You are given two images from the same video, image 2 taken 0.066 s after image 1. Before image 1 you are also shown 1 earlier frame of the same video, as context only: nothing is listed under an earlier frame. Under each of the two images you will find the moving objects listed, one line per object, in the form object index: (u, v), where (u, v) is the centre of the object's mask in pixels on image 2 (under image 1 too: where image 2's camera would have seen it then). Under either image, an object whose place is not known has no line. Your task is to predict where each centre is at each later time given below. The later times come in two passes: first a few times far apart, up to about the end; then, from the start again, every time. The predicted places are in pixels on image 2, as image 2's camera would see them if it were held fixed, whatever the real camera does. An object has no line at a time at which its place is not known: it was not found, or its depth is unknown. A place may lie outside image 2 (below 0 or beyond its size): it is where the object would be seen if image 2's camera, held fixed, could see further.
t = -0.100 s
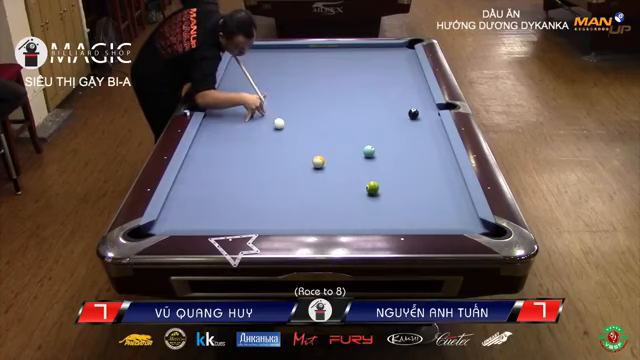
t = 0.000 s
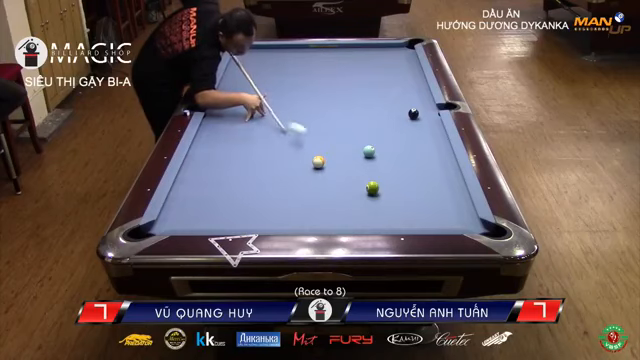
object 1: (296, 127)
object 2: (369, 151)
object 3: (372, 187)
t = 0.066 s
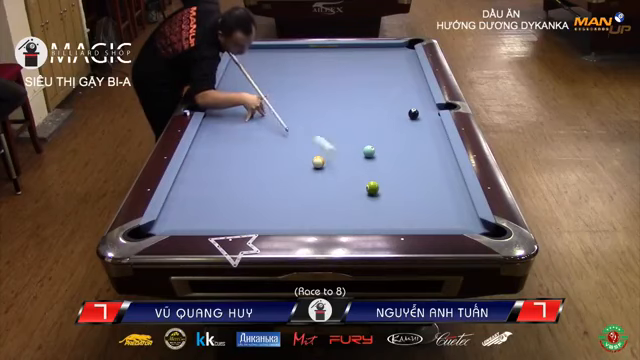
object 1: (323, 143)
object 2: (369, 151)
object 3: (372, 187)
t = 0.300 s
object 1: (349, 191)
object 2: (369, 151)
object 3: (459, 221)
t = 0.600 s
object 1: (326, 209)
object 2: (369, 151)
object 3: (419, 178)
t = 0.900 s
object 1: (302, 223)
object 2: (359, 150)
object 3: (382, 150)
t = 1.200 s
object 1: (276, 217)
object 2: (321, 142)
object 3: (381, 132)
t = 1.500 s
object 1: (254, 209)
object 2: (286, 135)
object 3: (380, 116)
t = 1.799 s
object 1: (234, 201)
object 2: (255, 130)
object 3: (378, 102)
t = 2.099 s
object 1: (216, 194)
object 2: (226, 124)
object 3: (377, 90)
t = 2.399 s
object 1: (200, 187)
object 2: (212, 119)
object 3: (377, 79)
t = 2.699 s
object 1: (186, 182)
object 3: (376, 69)
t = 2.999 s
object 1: (186, 177)
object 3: (376, 61)
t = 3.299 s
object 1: (195, 173)
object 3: (375, 54)
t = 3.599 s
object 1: (202, 170)
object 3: (374, 47)
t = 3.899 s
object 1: (208, 168)
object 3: (369, 47)
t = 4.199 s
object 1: (213, 165)
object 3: (362, 50)
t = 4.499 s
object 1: (216, 164)
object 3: (356, 53)
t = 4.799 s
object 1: (219, 163)
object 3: (351, 56)
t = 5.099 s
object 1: (221, 162)
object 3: (345, 58)
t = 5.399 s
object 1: (222, 162)
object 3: (340, 61)
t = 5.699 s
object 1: (222, 162)
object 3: (336, 63)
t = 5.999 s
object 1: (222, 162)
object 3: (332, 65)
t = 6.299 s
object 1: (222, 162)
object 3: (329, 66)
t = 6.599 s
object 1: (222, 162)
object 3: (326, 68)
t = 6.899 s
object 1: (222, 162)
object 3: (324, 69)
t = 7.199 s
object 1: (222, 162)
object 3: (322, 70)
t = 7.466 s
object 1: (222, 162)
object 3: (321, 70)
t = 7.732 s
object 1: (222, 162)
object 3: (321, 71)
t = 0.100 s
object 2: (369, 151)
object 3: (372, 187)
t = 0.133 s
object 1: (355, 173)
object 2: (369, 151)
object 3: (372, 188)
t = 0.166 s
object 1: (362, 183)
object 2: (369, 151)
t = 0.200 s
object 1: (358, 183)
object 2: (369, 151)
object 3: (402, 201)
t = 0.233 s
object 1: (355, 186)
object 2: (369, 151)
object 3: (423, 211)
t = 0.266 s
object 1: (351, 189)
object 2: (369, 151)
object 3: (442, 220)
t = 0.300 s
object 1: (349, 191)
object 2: (369, 151)
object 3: (459, 221)
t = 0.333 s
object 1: (346, 193)
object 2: (369, 151)
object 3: (466, 216)
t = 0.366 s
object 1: (344, 195)
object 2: (369, 151)
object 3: (467, 210)
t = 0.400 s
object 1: (341, 197)
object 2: (369, 151)
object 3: (458, 204)
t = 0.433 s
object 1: (338, 199)
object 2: (369, 151)
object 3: (450, 199)
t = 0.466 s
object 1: (336, 201)
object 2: (369, 151)
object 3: (443, 194)
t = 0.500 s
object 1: (333, 203)
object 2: (369, 151)
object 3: (436, 189)
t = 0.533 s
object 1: (331, 205)
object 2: (369, 151)
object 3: (430, 185)
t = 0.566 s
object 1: (328, 207)
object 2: (369, 151)
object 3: (424, 181)
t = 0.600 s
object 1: (326, 209)
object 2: (369, 151)
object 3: (419, 178)
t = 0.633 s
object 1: (323, 211)
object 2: (369, 151)
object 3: (413, 174)
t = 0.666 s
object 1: (320, 213)
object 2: (369, 151)
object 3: (407, 171)
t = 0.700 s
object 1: (317, 215)
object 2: (369, 151)
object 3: (402, 167)
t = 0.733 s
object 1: (315, 217)
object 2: (369, 151)
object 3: (396, 164)
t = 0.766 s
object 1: (312, 219)
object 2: (369, 151)
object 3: (392, 160)
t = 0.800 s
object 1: (309, 220)
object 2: (369, 151)
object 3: (387, 157)
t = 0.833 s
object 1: (307, 222)
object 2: (369, 151)
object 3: (382, 154)
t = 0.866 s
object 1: (304, 223)
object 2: (365, 151)
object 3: (381, 152)
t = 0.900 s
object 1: (302, 223)
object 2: (359, 150)
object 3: (382, 150)
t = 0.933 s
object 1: (298, 223)
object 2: (354, 149)
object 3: (382, 148)
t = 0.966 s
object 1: (295, 222)
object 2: (350, 148)
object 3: (382, 146)
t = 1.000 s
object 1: (293, 221)
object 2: (345, 147)
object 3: (383, 143)
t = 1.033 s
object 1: (290, 221)
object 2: (341, 146)
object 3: (382, 142)
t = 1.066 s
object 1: (287, 220)
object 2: (337, 145)
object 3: (382, 139)
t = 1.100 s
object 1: (285, 220)
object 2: (333, 144)
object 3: (382, 137)
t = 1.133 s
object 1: (282, 219)
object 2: (329, 144)
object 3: (381, 136)
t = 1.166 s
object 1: (279, 218)
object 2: (325, 143)
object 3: (381, 134)
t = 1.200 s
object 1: (276, 217)
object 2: (321, 142)
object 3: (381, 132)
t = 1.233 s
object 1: (273, 216)
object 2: (317, 141)
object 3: (381, 130)
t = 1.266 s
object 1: (271, 215)
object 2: (313, 141)
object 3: (380, 128)
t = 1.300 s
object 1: (268, 214)
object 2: (309, 140)
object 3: (381, 126)
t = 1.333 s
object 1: (266, 213)
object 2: (305, 139)
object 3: (381, 124)
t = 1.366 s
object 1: (263, 212)
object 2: (301, 138)
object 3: (380, 123)
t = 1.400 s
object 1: (261, 211)
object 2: (297, 138)
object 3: (380, 121)
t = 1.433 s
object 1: (259, 210)
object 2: (294, 137)
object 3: (380, 119)
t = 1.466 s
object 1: (256, 210)
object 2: (290, 136)
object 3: (380, 117)
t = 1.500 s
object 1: (254, 209)
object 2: (286, 135)
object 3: (380, 116)
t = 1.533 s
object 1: (251, 207)
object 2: (282, 135)
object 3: (380, 114)
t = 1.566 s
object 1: (249, 206)
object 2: (279, 134)
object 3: (380, 113)
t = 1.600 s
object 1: (247, 206)
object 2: (276, 134)
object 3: (379, 111)
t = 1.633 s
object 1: (244, 205)
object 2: (272, 133)
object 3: (379, 109)
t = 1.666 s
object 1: (242, 204)
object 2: (268, 132)
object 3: (379, 108)
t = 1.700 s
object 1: (240, 203)
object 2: (265, 131)
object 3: (379, 106)
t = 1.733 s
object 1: (238, 202)
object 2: (262, 131)
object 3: (379, 105)
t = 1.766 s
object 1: (236, 201)
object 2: (258, 130)
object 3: (379, 103)
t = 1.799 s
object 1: (234, 201)
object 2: (255, 130)
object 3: (378, 102)
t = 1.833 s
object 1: (232, 200)
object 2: (252, 128)
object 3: (378, 101)
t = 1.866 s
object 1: (230, 199)
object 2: (249, 128)
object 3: (378, 99)
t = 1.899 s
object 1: (228, 198)
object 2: (245, 127)
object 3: (378, 98)
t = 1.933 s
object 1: (226, 197)
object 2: (242, 127)
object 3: (378, 96)
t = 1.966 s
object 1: (223, 197)
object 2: (238, 126)
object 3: (378, 95)
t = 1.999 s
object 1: (222, 196)
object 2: (236, 126)
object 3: (378, 94)
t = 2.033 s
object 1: (220, 195)
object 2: (232, 125)
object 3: (378, 92)
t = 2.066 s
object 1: (218, 194)
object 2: (229, 124)
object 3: (378, 91)
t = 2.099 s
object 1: (216, 194)
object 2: (226, 124)
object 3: (377, 90)
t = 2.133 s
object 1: (214, 193)
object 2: (223, 123)
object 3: (377, 89)
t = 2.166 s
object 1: (212, 192)
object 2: (220, 123)
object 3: (377, 87)
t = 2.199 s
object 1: (211, 191)
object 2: (217, 122)
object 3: (377, 86)
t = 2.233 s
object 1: (209, 191)
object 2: (214, 121)
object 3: (377, 85)
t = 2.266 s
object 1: (207, 190)
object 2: (211, 121)
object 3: (377, 84)
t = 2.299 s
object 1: (206, 189)
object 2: (209, 120)
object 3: (377, 83)
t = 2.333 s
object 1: (204, 189)
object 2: (208, 120)
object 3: (377, 81)
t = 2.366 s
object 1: (202, 188)
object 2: (210, 119)
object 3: (377, 80)
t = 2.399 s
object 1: (200, 187)
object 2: (212, 119)
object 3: (377, 79)
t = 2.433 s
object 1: (198, 187)
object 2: (214, 118)
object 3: (377, 78)
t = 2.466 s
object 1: (197, 186)
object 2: (215, 118)
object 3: (377, 77)
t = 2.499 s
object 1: (195, 185)
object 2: (217, 118)
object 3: (376, 76)
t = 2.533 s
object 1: (193, 185)
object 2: (218, 117)
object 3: (376, 75)
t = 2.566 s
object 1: (192, 184)
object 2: (220, 117)
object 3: (376, 74)
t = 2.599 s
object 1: (190, 183)
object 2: (221, 117)
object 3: (376, 72)
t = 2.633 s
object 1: (189, 183)
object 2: (223, 116)
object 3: (376, 71)
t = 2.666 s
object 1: (187, 182)
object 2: (224, 116)
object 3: (376, 70)
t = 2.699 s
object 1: (186, 182)
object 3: (376, 69)
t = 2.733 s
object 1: (184, 181)
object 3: (376, 68)
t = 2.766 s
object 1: (183, 180)
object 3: (376, 68)
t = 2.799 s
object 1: (181, 180)
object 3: (376, 67)
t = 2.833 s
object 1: (181, 179)
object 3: (376, 66)
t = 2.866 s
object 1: (182, 179)
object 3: (376, 65)
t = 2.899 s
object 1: (183, 179)
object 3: (376, 64)
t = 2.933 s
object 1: (184, 178)
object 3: (375, 63)
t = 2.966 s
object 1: (185, 178)
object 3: (376, 62)
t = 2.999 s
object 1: (186, 177)
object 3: (376, 61)
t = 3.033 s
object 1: (186, 177)
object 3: (375, 60)
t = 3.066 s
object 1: (188, 176)
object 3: (375, 60)
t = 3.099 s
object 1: (189, 176)
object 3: (375, 59)
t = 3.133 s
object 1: (190, 175)
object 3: (375, 58)
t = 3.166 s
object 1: (191, 175)
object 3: (375, 57)
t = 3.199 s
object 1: (192, 174)
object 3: (375, 56)
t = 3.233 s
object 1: (193, 174)
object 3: (375, 55)
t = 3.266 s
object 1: (194, 174)
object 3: (375, 54)
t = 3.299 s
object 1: (195, 173)
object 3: (375, 54)
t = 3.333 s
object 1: (195, 173)
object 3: (375, 53)
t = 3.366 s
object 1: (197, 172)
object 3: (375, 52)
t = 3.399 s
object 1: (198, 172)
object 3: (375, 51)
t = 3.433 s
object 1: (198, 172)
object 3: (374, 51)
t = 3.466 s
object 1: (199, 172)
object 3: (374, 50)
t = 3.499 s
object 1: (200, 171)
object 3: (374, 49)
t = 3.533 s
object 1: (200, 171)
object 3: (374, 49)
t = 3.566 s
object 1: (201, 171)
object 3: (374, 48)
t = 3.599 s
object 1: (202, 170)
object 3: (374, 47)
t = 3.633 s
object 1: (202, 170)
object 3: (374, 47)
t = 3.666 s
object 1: (203, 170)
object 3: (373, 45)
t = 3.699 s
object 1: (204, 169)
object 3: (373, 45)
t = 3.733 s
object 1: (205, 169)
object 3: (373, 46)
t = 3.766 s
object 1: (205, 169)
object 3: (372, 46)
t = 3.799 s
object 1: (206, 169)
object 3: (371, 46)
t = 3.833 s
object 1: (207, 168)
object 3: (370, 47)
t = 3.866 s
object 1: (207, 168)
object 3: (370, 47)
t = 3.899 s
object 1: (208, 168)
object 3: (369, 47)
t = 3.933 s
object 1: (209, 167)
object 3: (368, 48)
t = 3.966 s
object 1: (209, 167)
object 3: (367, 48)
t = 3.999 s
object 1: (209, 167)
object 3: (367, 48)
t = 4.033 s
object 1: (210, 167)
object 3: (366, 48)
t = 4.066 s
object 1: (211, 166)
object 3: (365, 49)
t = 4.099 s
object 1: (211, 166)
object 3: (364, 49)
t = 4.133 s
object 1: (212, 166)
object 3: (363, 50)
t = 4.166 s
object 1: (212, 166)
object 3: (363, 50)
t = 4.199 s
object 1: (213, 165)
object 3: (362, 50)
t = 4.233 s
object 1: (213, 165)
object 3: (362, 51)
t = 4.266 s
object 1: (214, 165)
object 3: (361, 51)
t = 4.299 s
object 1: (214, 165)
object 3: (360, 51)
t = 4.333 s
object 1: (215, 165)
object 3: (359, 52)
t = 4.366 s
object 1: (215, 164)
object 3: (359, 52)
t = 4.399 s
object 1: (215, 164)
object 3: (358, 52)
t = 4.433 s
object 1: (216, 164)
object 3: (357, 52)
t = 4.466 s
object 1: (216, 164)
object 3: (357, 52)
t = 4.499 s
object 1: (216, 164)
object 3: (356, 53)
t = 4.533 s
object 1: (217, 164)
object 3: (355, 53)
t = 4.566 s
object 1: (217, 164)
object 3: (355, 54)
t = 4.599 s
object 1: (217, 164)
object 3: (355, 54)
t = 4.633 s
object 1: (218, 163)
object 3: (353, 55)
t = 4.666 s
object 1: (218, 163)
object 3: (353, 55)
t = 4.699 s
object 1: (218, 163)
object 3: (353, 55)
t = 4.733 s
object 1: (218, 163)
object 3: (352, 55)
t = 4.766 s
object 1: (219, 163)
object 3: (351, 55)
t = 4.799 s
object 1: (219, 163)
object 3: (351, 56)
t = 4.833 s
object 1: (219, 163)
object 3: (350, 56)
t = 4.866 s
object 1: (220, 163)
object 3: (350, 56)
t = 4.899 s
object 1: (220, 163)
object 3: (349, 57)
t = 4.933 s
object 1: (220, 162)
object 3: (348, 57)
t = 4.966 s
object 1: (220, 162)
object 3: (347, 57)
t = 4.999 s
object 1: (220, 162)
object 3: (346, 58)
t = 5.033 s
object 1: (221, 162)
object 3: (346, 58)
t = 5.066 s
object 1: (221, 162)
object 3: (345, 58)
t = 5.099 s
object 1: (221, 162)
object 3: (345, 58)
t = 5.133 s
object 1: (221, 162)
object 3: (344, 59)
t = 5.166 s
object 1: (222, 162)
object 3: (344, 59)
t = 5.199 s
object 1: (222, 162)
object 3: (344, 59)
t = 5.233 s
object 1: (222, 162)
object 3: (342, 60)
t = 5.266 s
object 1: (222, 162)
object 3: (342, 60)
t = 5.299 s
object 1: (222, 162)
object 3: (342, 60)
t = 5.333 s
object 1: (222, 162)
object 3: (342, 60)
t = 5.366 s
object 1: (222, 162)
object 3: (341, 61)
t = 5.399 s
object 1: (222, 162)
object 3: (340, 61)
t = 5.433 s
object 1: (222, 162)
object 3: (340, 61)
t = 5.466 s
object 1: (222, 162)
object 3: (339, 61)
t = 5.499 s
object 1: (222, 162)
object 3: (339, 62)
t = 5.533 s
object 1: (222, 162)
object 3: (339, 62)
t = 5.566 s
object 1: (222, 162)
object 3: (338, 62)
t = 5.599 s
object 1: (222, 162)
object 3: (337, 62)
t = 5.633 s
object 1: (222, 162)
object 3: (337, 63)
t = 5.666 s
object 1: (222, 162)
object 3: (337, 62)
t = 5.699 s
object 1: (222, 162)
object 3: (336, 63)
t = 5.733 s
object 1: (222, 162)
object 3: (336, 63)
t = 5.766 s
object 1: (222, 162)
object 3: (335, 63)
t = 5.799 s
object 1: (222, 162)
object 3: (335, 63)
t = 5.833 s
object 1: (222, 162)
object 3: (334, 64)
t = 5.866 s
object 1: (222, 162)
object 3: (334, 64)
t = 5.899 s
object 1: (222, 162)
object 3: (334, 64)
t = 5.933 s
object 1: (222, 162)
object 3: (333, 64)
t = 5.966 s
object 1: (222, 162)
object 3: (333, 64)
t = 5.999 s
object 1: (222, 162)
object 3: (332, 65)
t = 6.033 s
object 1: (222, 162)
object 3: (332, 65)
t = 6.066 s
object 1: (222, 162)
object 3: (331, 65)
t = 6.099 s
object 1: (222, 162)
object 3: (331, 65)
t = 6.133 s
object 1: (222, 162)
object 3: (331, 65)
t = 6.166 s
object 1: (222, 162)
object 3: (330, 66)
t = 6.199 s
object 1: (222, 162)
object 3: (330, 66)
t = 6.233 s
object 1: (222, 162)
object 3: (330, 66)
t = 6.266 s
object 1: (222, 162)
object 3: (329, 66)
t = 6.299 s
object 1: (222, 162)
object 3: (329, 66)
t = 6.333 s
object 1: (222, 162)
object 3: (328, 66)
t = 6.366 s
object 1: (222, 162)
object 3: (328, 66)
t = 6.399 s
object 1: (222, 162)
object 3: (328, 67)
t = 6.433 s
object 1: (222, 162)
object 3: (327, 67)
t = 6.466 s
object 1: (222, 162)
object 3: (327, 67)
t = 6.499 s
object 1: (222, 162)
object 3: (327, 67)
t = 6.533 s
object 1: (222, 162)
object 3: (327, 67)
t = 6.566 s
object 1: (222, 162)
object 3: (326, 68)
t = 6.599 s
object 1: (222, 162)
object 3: (326, 68)
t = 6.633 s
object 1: (222, 162)
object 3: (326, 68)
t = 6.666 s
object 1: (222, 162)
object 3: (325, 68)
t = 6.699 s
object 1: (222, 162)
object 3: (325, 68)
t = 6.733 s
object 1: (222, 162)
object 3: (325, 68)
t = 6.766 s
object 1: (222, 162)
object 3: (325, 68)
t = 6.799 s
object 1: (222, 162)
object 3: (325, 68)
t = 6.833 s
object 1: (222, 162)
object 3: (324, 69)
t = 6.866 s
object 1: (222, 162)
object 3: (324, 69)
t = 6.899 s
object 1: (222, 162)
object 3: (324, 69)
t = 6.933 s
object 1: (222, 162)
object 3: (324, 69)
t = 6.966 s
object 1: (222, 162)
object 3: (323, 69)
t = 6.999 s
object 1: (222, 162)
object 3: (323, 69)
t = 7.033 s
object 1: (222, 162)
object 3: (323, 69)
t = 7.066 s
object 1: (222, 162)
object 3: (323, 69)
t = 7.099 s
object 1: (222, 162)
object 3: (323, 69)
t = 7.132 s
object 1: (222, 162)
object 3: (322, 70)
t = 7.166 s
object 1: (222, 162)
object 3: (322, 70)
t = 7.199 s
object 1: (222, 162)
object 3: (322, 70)
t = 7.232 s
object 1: (222, 162)
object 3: (322, 70)
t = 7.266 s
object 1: (222, 162)
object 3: (322, 70)
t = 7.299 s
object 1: (222, 162)
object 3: (321, 70)
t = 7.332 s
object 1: (222, 162)
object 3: (321, 70)
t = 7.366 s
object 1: (222, 162)
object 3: (321, 70)
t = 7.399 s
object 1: (222, 162)
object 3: (321, 70)
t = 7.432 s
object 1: (222, 162)
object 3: (321, 70)
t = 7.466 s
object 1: (222, 162)
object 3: (321, 70)
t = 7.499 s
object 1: (222, 162)
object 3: (321, 70)
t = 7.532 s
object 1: (222, 162)
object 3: (321, 70)
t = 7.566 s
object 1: (222, 162)
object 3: (321, 71)
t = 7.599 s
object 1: (222, 162)
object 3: (321, 71)
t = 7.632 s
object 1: (222, 162)
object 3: (321, 71)
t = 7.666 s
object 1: (222, 162)
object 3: (321, 71)
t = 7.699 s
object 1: (222, 162)
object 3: (321, 71)
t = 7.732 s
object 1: (222, 162)
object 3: (321, 71)
